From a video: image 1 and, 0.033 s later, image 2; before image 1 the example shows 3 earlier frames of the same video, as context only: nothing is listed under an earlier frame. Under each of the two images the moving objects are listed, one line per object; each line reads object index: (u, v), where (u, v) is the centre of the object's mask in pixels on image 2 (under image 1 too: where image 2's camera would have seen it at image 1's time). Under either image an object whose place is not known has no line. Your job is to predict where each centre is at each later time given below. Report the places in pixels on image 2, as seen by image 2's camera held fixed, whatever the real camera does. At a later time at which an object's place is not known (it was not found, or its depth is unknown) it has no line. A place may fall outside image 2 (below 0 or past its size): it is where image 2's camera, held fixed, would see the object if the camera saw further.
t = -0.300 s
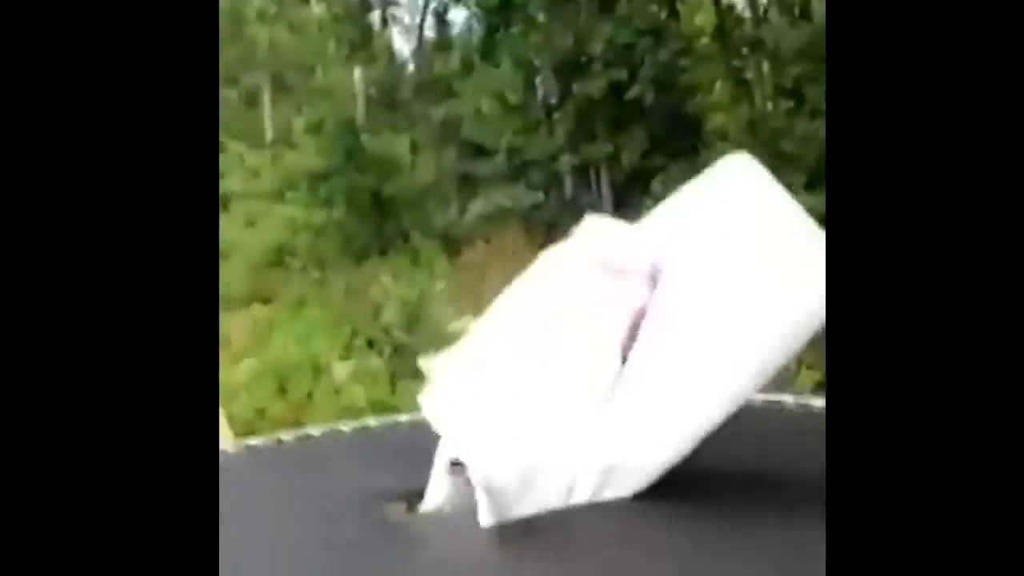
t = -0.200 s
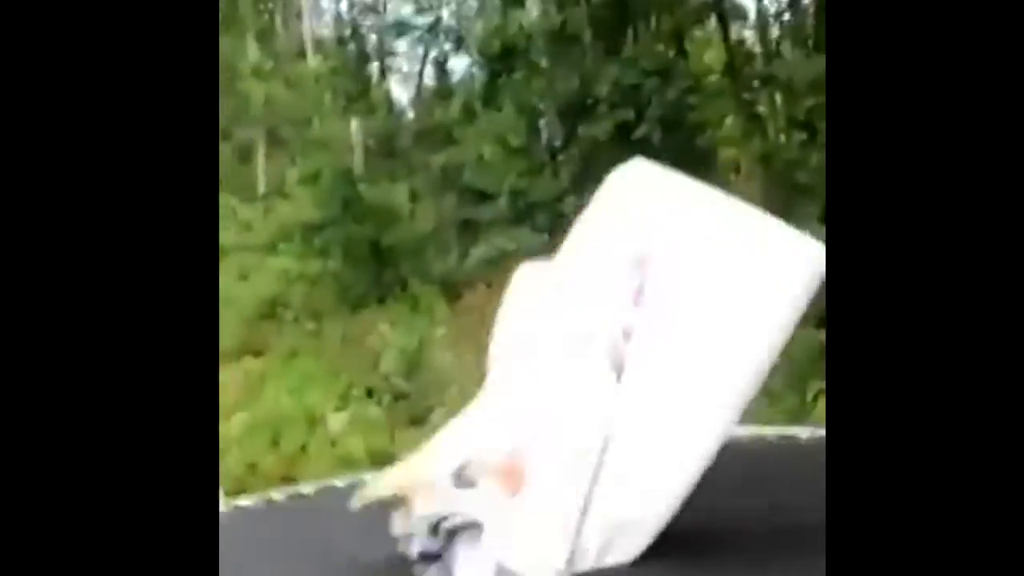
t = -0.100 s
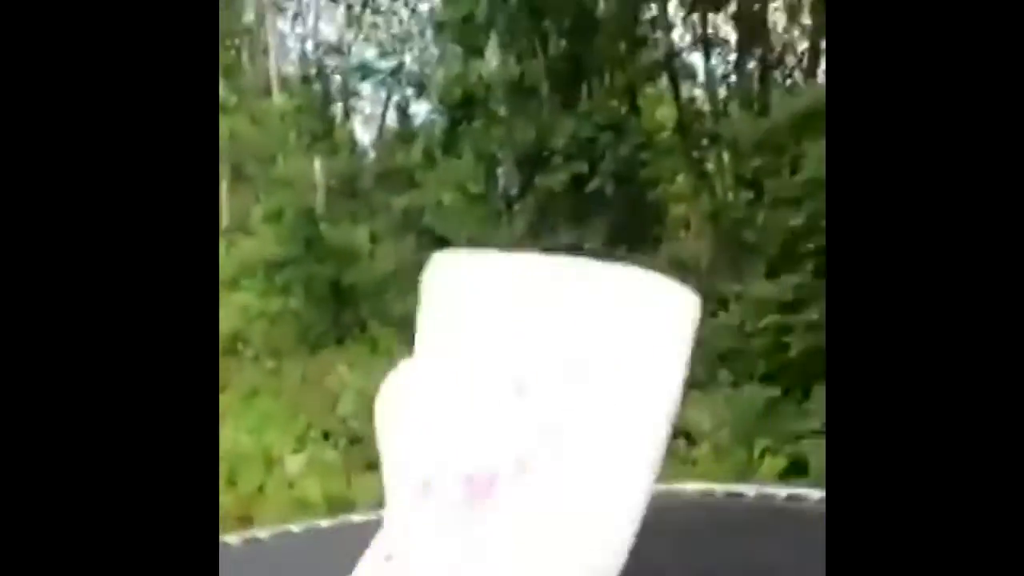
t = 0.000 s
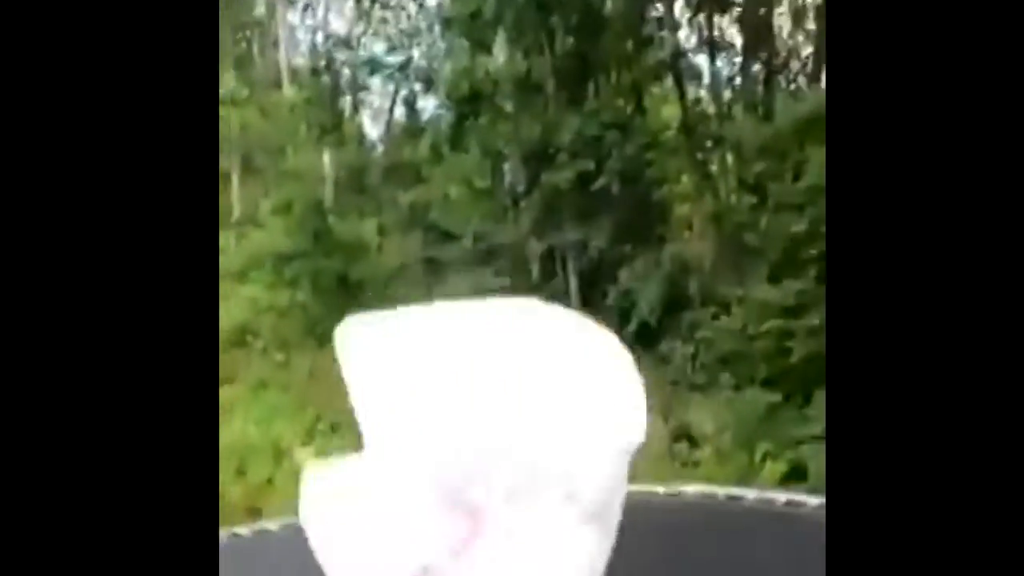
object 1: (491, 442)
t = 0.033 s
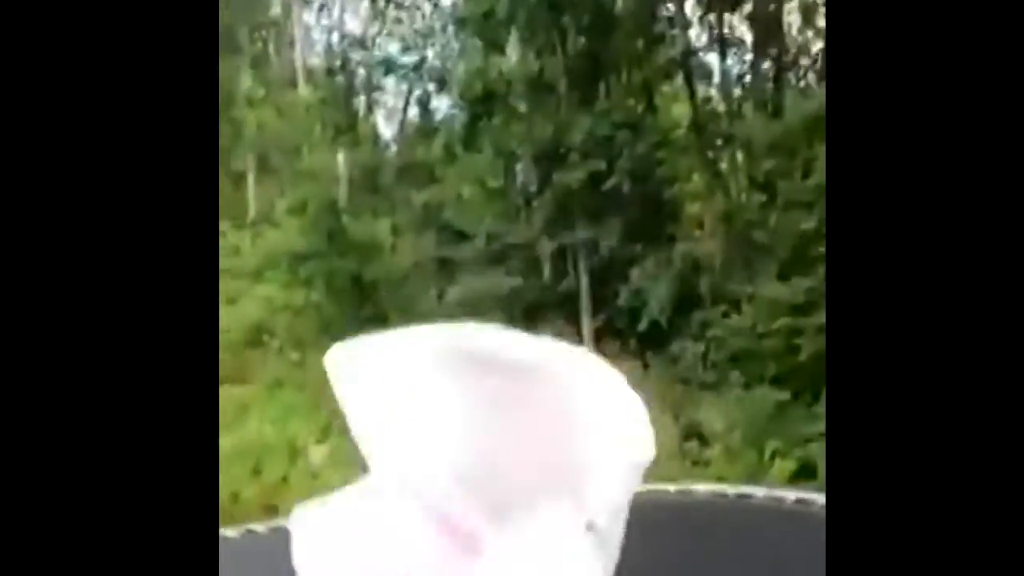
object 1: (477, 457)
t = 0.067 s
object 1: (468, 474)
